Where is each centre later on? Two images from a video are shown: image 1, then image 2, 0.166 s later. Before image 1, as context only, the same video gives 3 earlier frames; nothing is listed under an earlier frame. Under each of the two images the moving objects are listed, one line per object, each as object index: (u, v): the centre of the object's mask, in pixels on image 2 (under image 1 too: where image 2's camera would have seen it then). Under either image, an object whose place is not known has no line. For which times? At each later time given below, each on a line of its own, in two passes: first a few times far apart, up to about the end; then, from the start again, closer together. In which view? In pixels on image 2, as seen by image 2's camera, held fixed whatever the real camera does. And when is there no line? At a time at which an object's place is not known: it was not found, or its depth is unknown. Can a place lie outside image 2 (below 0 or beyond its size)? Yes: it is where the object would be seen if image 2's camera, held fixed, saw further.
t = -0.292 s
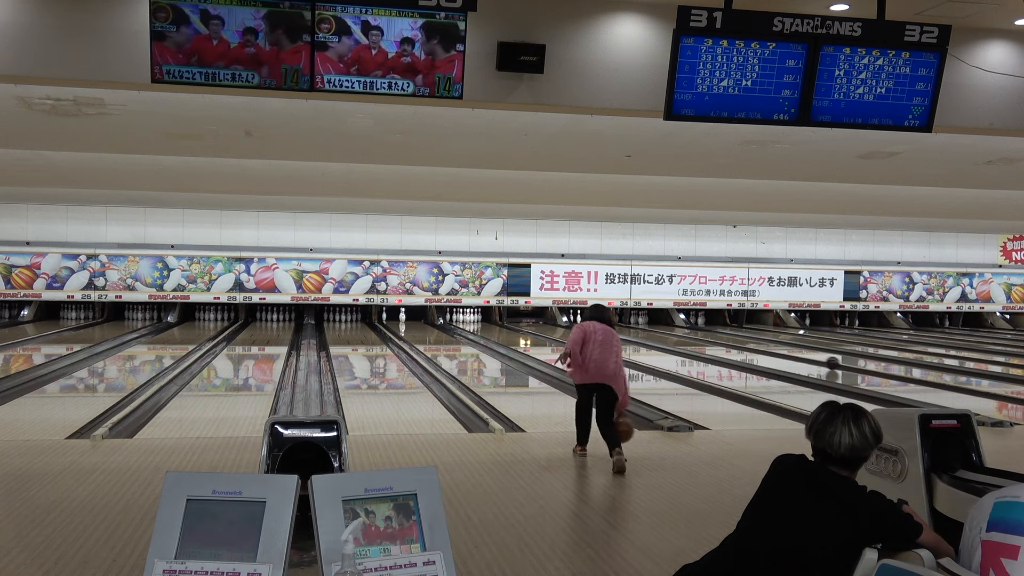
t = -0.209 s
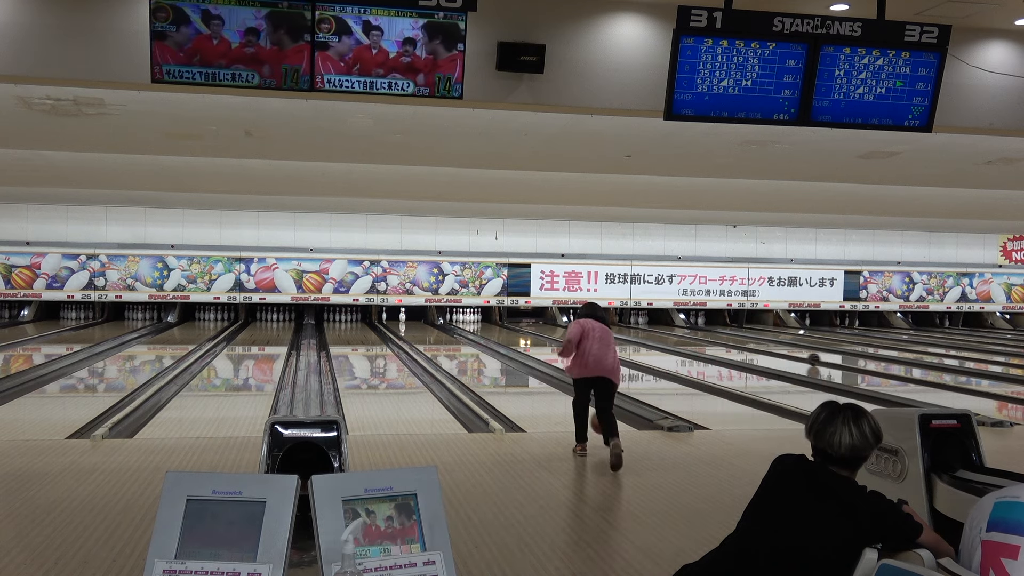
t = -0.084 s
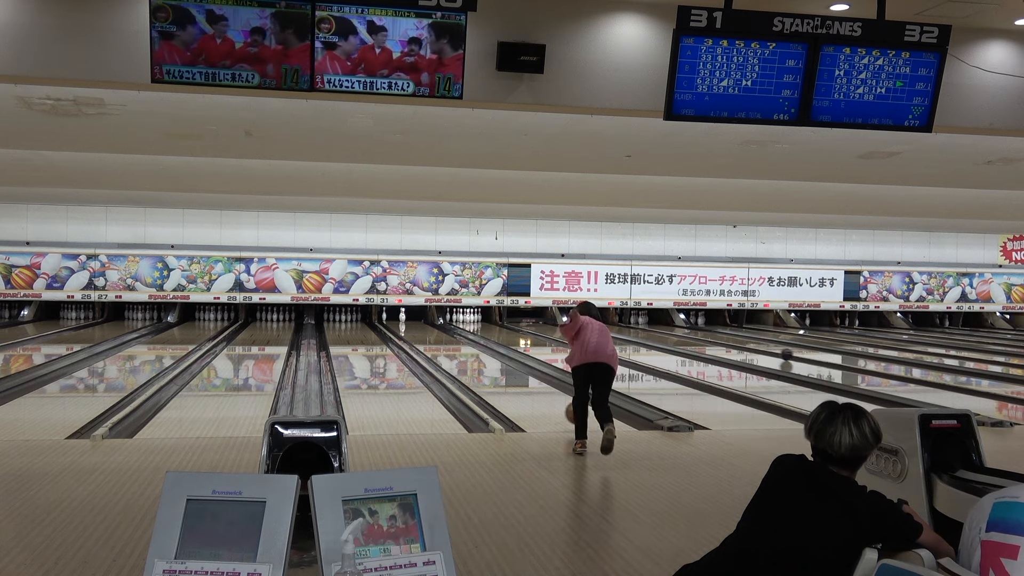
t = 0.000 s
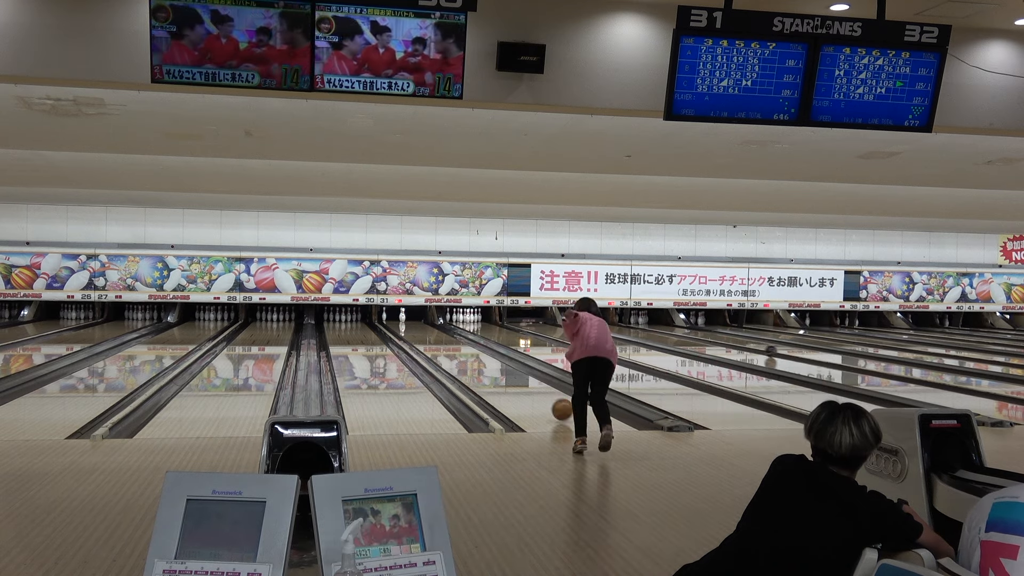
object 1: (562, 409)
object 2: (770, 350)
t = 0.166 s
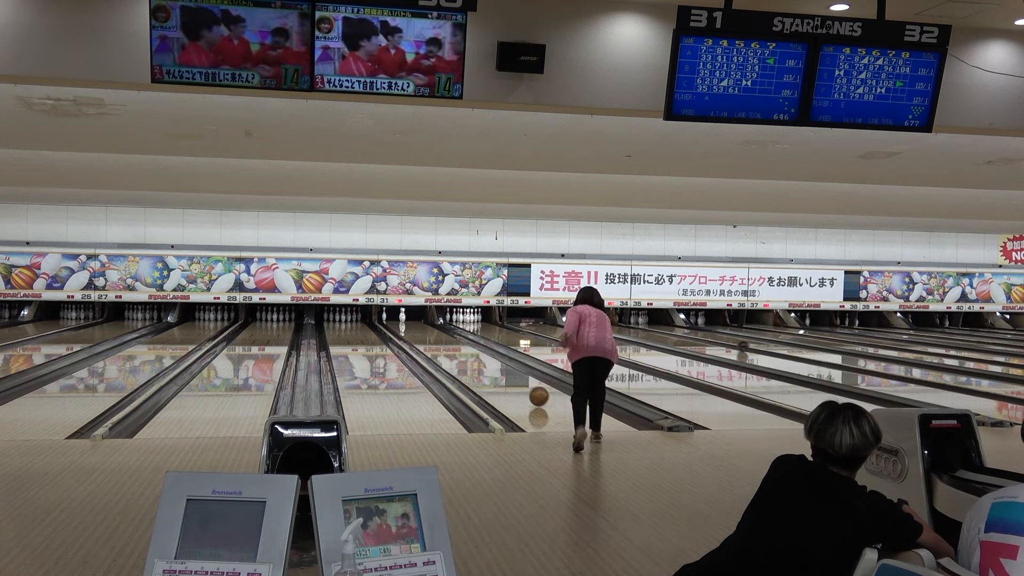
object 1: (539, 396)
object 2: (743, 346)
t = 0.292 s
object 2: (725, 343)
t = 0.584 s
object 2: (686, 335)
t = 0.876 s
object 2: (654, 330)
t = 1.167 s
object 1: (459, 349)
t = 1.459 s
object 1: (448, 342)
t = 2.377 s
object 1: (418, 325)
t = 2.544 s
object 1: (415, 323)
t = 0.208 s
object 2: (737, 344)
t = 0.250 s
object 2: (729, 344)
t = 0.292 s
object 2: (725, 343)
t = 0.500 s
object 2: (696, 337)
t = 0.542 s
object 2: (691, 336)
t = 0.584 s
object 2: (686, 335)
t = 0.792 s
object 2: (662, 332)
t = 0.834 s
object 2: (657, 330)
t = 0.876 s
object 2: (654, 330)
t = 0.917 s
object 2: (649, 329)
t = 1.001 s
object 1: (468, 355)
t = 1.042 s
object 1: (466, 354)
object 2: (638, 327)
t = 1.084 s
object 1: (463, 352)
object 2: (634, 327)
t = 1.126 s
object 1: (461, 351)
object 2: (632, 326)
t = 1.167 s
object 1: (459, 349)
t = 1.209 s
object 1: (458, 348)
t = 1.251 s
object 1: (455, 347)
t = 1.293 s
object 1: (454, 346)
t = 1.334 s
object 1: (451, 345)
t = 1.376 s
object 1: (450, 344)
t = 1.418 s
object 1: (448, 343)
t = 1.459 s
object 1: (448, 342)
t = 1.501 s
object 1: (445, 342)
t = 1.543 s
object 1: (445, 340)
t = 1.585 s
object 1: (441, 339)
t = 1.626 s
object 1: (440, 338)
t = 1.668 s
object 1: (438, 338)
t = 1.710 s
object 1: (438, 337)
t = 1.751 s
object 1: (436, 337)
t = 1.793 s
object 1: (436, 336)
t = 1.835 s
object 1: (432, 334)
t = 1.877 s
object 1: (431, 333)
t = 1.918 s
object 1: (430, 332)
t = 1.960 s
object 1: (430, 331)
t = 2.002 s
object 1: (428, 330)
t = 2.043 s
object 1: (427, 330)
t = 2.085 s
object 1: (426, 329)
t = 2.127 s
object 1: (426, 329)
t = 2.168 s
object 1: (423, 328)
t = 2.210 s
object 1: (422, 327)
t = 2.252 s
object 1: (421, 327)
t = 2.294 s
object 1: (420, 326)
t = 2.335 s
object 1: (419, 325)
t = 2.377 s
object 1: (418, 325)
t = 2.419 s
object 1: (417, 324)
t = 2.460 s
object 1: (417, 324)
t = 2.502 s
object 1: (415, 323)
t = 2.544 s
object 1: (415, 323)
